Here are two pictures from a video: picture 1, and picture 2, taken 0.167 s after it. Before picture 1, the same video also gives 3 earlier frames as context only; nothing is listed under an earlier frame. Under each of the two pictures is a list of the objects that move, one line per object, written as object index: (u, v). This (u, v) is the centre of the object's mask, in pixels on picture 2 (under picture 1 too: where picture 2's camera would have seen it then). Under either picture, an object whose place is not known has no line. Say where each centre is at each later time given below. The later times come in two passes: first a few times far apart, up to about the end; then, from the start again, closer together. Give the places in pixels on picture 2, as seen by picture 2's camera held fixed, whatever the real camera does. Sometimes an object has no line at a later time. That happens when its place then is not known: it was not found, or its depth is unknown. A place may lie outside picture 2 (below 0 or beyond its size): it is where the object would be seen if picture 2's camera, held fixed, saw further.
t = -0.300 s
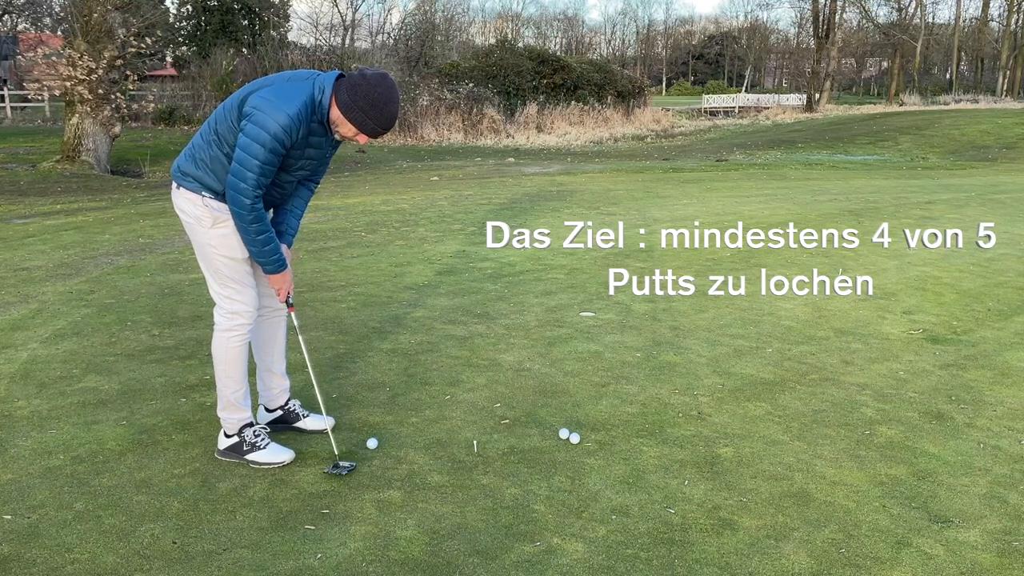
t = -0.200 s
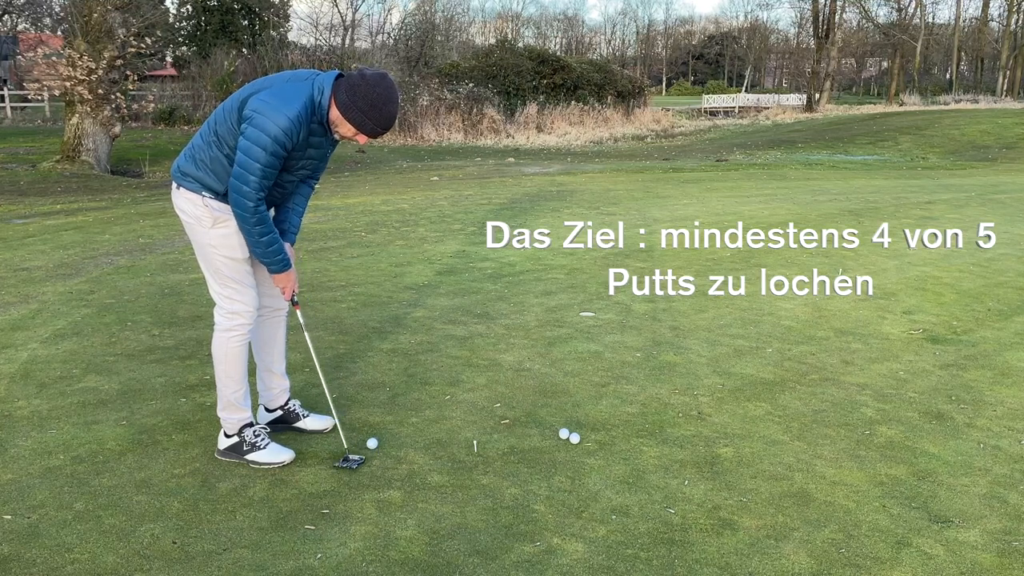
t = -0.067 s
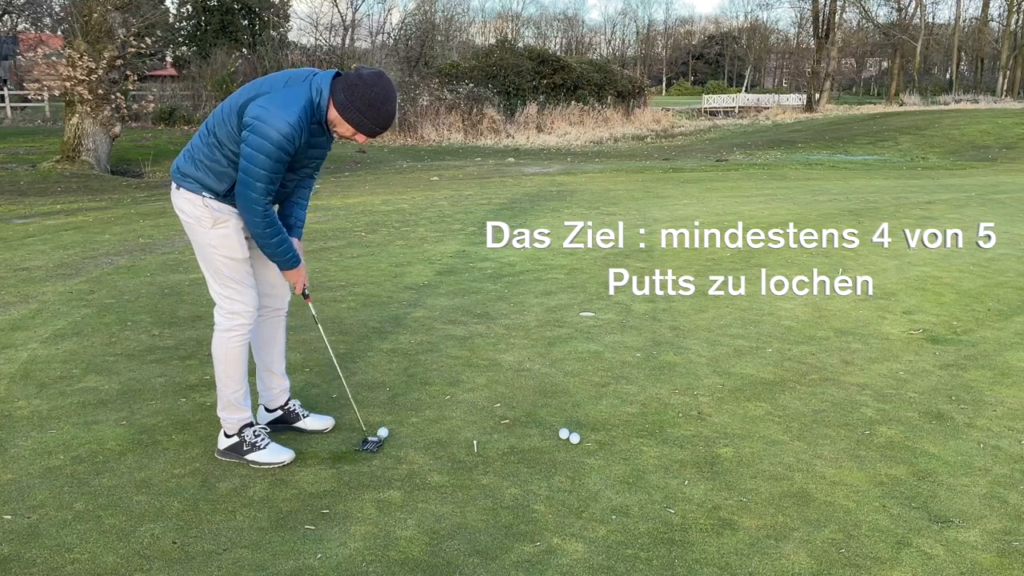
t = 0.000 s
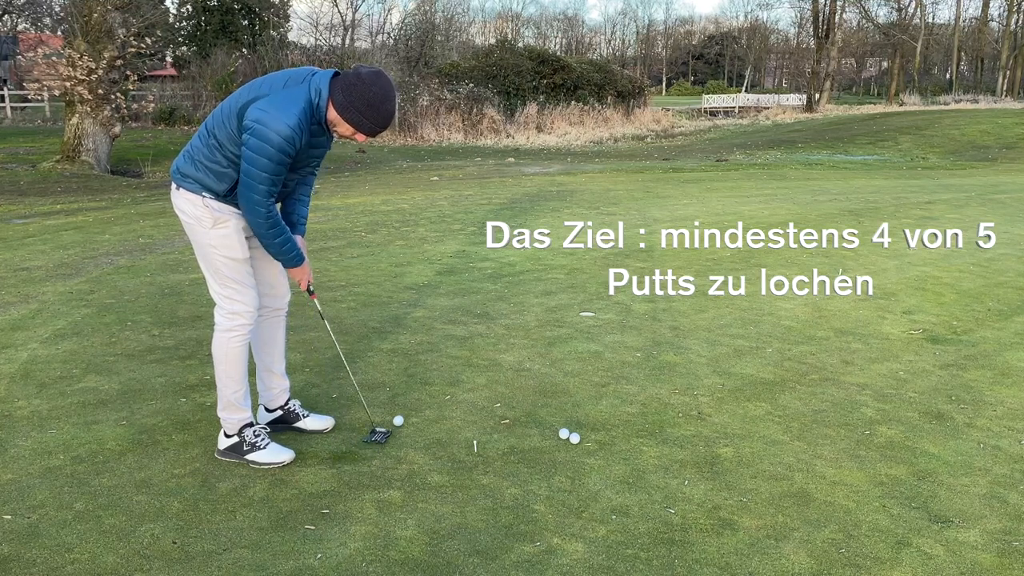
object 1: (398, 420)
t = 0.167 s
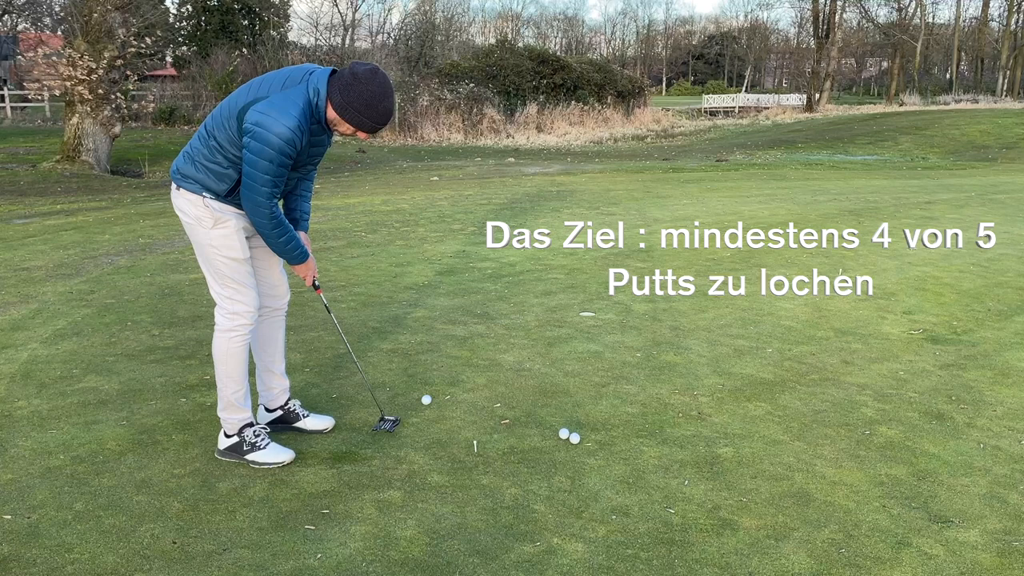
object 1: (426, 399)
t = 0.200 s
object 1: (431, 396)
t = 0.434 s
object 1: (462, 374)
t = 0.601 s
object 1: (480, 362)
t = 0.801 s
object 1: (498, 349)
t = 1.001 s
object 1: (514, 338)
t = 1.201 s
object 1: (530, 330)
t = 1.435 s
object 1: (543, 322)
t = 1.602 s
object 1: (552, 317)
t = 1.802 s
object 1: (560, 313)
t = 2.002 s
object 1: (567, 310)
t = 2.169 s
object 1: (571, 307)
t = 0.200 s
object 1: (431, 396)
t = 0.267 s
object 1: (441, 389)
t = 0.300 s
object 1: (445, 385)
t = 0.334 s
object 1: (449, 382)
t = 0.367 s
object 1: (454, 380)
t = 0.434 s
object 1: (462, 374)
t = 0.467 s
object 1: (466, 371)
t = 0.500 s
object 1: (469, 368)
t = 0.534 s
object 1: (473, 366)
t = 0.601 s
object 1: (480, 362)
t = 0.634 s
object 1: (482, 359)
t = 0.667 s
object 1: (486, 357)
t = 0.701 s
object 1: (489, 355)
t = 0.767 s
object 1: (495, 350)
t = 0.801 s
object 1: (498, 349)
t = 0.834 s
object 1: (501, 347)
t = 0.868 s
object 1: (504, 345)
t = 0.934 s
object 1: (509, 341)
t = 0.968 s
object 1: (512, 340)
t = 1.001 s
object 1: (514, 338)
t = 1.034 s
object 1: (517, 337)
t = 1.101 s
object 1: (522, 334)
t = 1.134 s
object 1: (525, 333)
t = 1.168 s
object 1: (527, 331)
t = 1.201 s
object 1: (530, 330)
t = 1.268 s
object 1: (534, 327)
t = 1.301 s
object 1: (536, 326)
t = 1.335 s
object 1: (538, 325)
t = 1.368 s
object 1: (539, 324)
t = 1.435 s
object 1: (543, 322)
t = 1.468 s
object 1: (545, 321)
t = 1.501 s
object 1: (547, 320)
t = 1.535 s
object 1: (548, 319)
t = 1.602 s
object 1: (552, 317)
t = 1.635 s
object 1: (553, 317)
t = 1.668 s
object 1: (555, 316)
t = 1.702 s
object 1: (556, 315)
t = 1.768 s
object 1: (559, 314)
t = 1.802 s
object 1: (560, 313)
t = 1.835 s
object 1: (561, 313)
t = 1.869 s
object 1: (563, 312)
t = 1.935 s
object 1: (565, 311)
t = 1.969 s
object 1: (566, 310)
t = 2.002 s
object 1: (567, 310)
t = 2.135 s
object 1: (570, 308)
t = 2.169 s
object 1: (571, 307)
